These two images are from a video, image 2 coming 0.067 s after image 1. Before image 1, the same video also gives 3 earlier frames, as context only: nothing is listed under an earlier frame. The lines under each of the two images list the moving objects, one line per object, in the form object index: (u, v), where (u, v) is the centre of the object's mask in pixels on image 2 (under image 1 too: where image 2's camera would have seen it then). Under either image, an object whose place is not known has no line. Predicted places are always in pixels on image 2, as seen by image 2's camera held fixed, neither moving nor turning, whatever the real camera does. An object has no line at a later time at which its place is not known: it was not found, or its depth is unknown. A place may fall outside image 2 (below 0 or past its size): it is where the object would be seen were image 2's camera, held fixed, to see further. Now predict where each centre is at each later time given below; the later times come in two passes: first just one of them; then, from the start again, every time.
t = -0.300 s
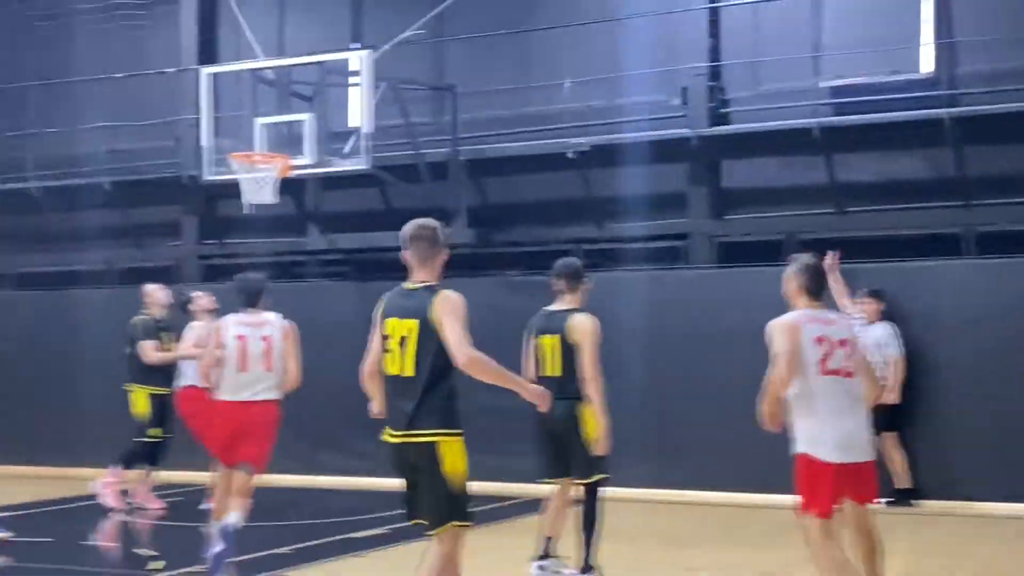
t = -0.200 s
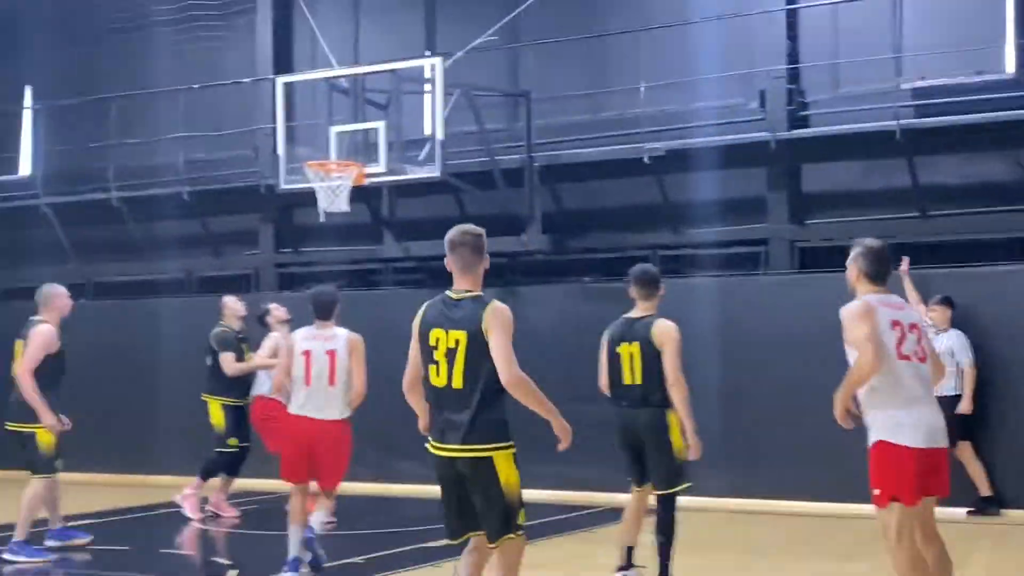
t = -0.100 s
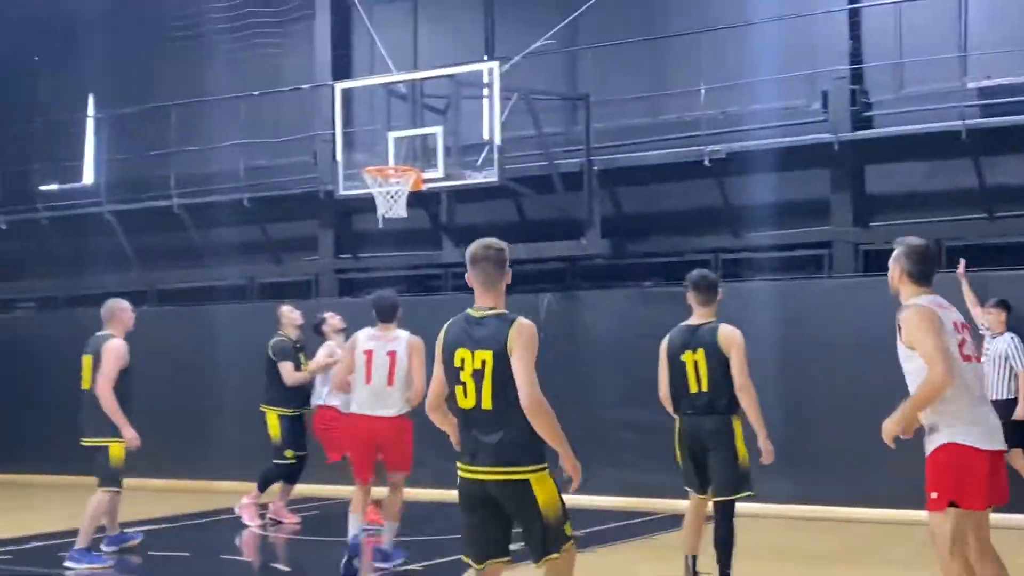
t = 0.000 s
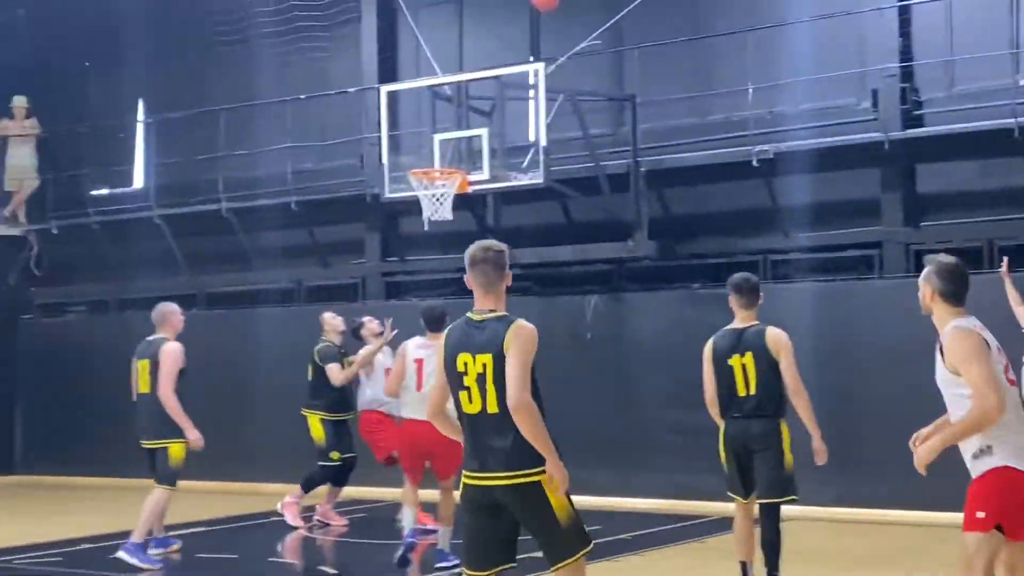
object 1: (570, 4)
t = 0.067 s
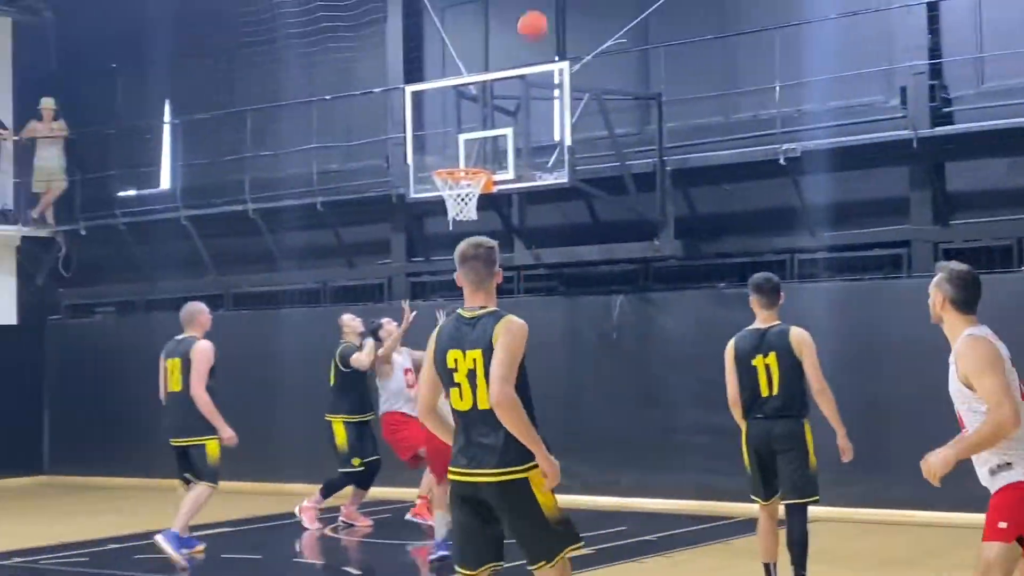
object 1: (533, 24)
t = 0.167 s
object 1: (480, 80)
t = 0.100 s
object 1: (516, 41)
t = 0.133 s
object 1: (497, 59)
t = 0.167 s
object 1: (480, 80)
